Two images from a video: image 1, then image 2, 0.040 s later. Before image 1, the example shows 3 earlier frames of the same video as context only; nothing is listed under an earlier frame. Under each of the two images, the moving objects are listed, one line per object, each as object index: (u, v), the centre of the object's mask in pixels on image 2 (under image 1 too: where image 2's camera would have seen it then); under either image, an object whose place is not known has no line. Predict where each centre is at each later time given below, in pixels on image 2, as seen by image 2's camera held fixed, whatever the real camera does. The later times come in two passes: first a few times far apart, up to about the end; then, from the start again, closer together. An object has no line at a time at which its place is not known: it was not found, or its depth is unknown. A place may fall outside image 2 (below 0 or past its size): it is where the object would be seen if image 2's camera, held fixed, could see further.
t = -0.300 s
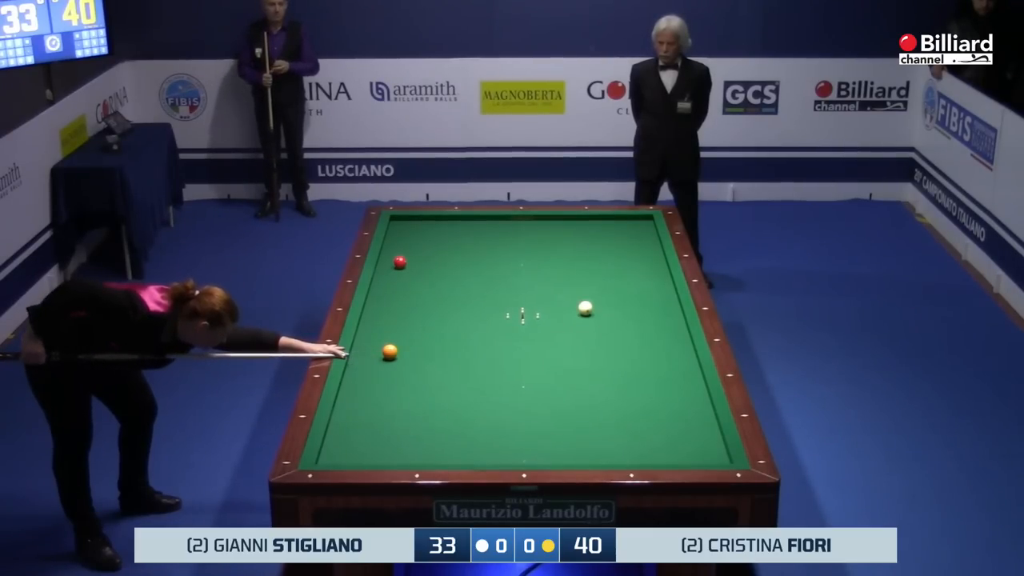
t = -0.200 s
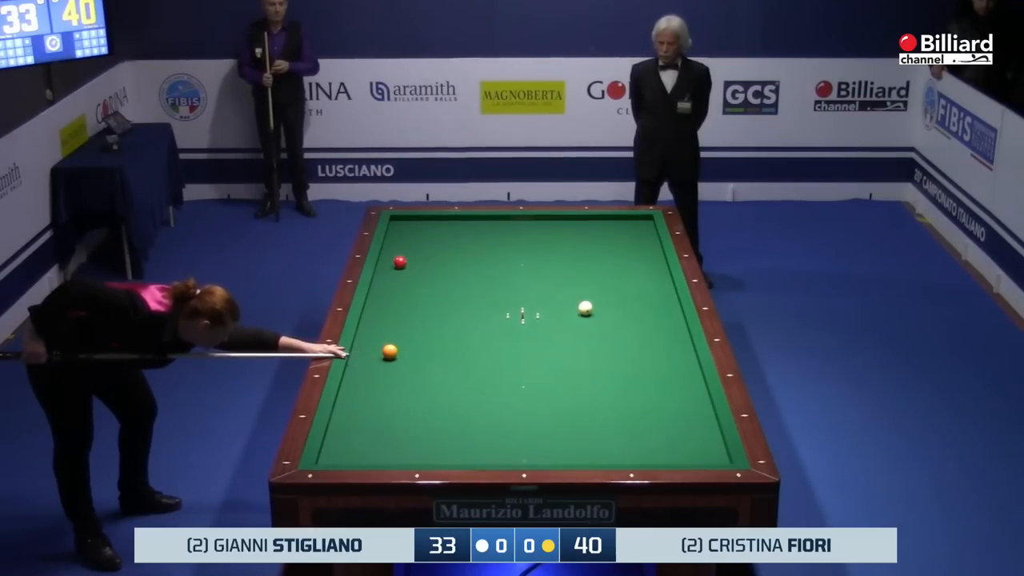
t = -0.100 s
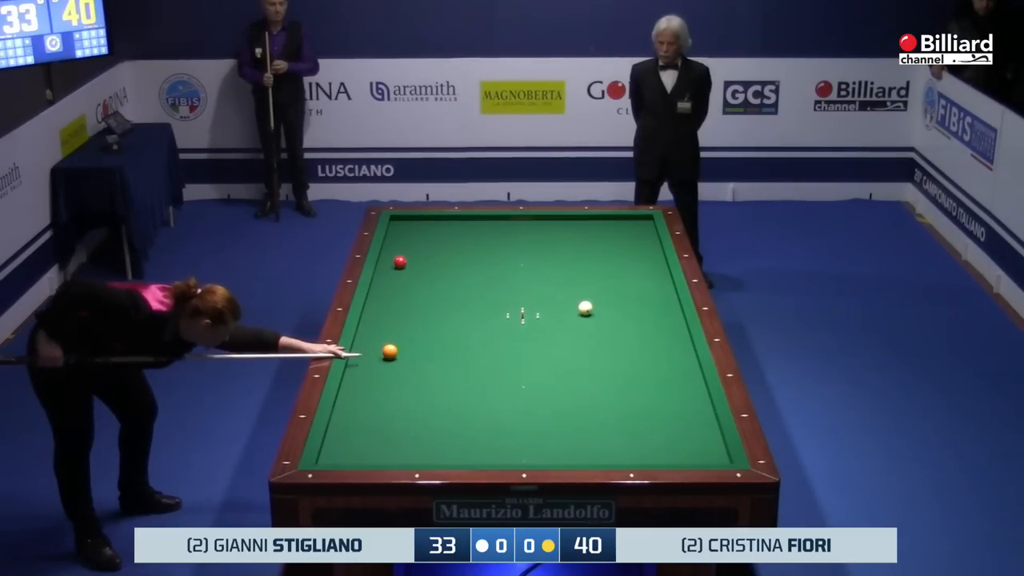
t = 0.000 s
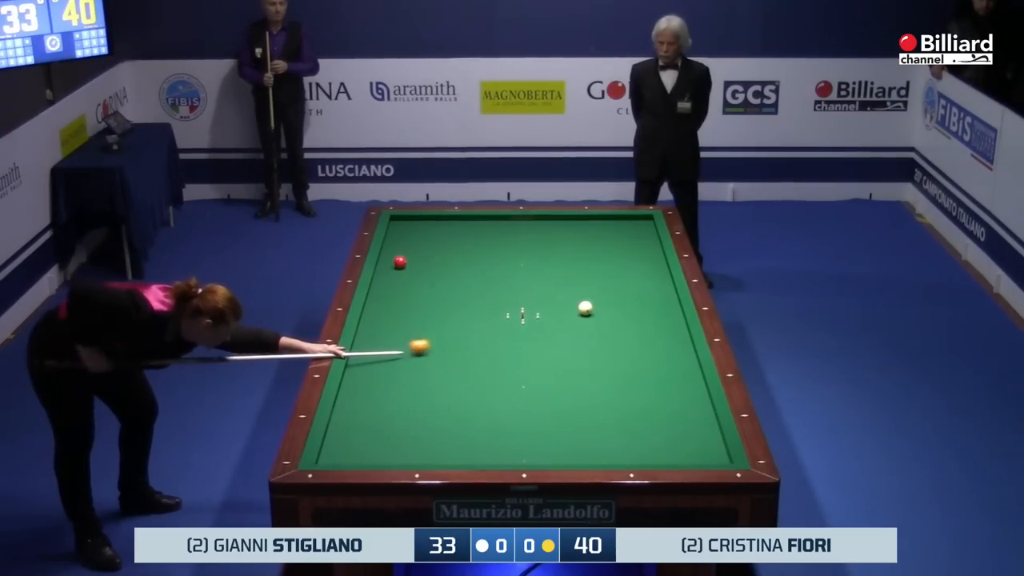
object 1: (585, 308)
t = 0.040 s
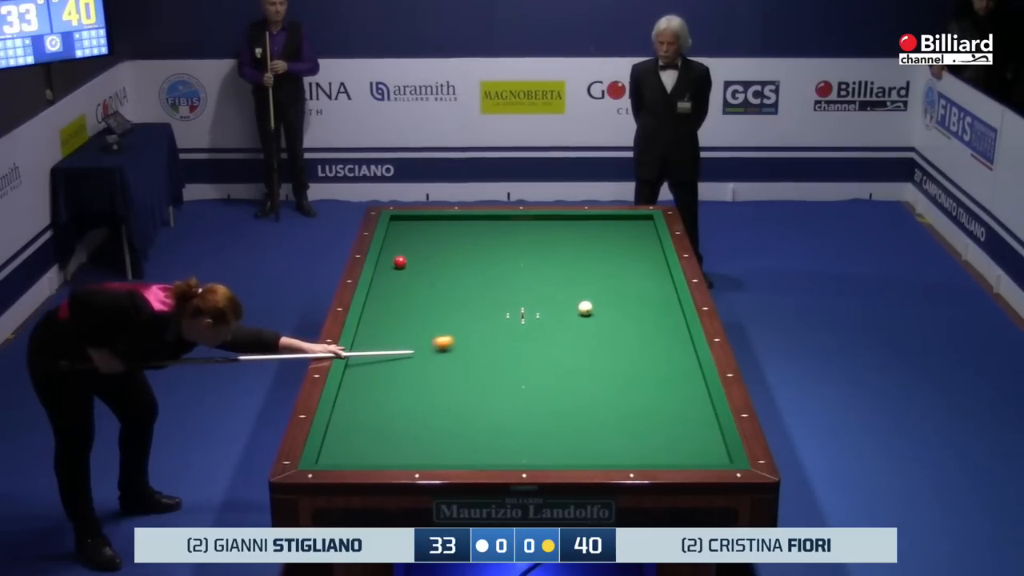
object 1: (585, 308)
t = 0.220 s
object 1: (585, 308)
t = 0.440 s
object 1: (585, 308)
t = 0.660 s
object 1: (585, 308)
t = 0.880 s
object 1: (583, 309)
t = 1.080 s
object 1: (572, 313)
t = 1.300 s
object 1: (561, 316)
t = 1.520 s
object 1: (550, 320)
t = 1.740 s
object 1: (538, 324)
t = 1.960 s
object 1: (528, 327)
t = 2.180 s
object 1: (517, 331)
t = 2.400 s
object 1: (507, 335)
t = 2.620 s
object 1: (497, 338)
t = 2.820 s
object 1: (488, 341)
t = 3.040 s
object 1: (479, 344)
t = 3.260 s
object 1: (469, 347)
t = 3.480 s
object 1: (461, 350)
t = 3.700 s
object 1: (452, 354)
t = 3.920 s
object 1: (444, 356)
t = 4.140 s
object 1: (436, 359)
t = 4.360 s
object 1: (429, 362)
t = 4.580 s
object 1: (421, 364)
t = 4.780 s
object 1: (415, 366)
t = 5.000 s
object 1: (408, 368)
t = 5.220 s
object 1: (402, 370)
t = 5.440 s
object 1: (396, 372)
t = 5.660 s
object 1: (391, 373)
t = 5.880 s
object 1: (386, 374)
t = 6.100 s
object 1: (381, 376)
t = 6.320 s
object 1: (377, 377)
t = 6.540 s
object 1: (374, 378)
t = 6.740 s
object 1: (371, 379)
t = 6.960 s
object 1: (368, 380)
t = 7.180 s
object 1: (365, 380)
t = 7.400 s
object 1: (363, 381)
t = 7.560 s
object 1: (366, 379)
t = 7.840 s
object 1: (361, 382)
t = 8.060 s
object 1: (360, 381)
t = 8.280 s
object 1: (360, 381)
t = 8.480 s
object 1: (360, 381)
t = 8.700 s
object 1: (360, 381)
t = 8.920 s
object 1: (360, 381)
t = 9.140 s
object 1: (360, 381)
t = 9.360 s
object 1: (360, 381)
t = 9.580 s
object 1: (360, 381)
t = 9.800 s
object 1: (360, 381)
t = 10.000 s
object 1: (360, 381)
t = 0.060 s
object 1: (585, 308)
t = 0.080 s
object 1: (585, 308)
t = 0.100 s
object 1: (585, 308)
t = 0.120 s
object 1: (585, 308)
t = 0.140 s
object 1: (585, 308)
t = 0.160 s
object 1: (585, 308)
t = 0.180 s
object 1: (585, 308)
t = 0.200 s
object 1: (585, 308)
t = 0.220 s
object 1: (585, 308)
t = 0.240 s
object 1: (585, 308)
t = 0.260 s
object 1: (585, 308)
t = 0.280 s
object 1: (585, 308)
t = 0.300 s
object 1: (586, 307)
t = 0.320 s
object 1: (585, 307)
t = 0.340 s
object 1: (585, 308)
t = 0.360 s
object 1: (585, 308)
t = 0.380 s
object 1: (585, 308)
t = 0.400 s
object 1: (585, 308)
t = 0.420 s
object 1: (585, 308)
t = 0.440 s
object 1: (585, 308)
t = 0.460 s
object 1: (585, 308)
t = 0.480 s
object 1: (585, 308)
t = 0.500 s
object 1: (585, 308)
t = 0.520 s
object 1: (585, 308)
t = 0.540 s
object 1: (585, 308)
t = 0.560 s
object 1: (585, 308)
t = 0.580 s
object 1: (585, 308)
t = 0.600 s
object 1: (585, 308)
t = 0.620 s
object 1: (585, 308)
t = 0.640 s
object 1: (585, 308)
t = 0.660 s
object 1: (585, 308)
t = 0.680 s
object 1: (585, 308)
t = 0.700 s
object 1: (585, 308)
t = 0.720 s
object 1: (585, 308)
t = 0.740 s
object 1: (585, 308)
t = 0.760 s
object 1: (585, 308)
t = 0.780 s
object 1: (585, 308)
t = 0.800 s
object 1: (585, 308)
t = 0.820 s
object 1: (585, 308)
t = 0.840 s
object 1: (585, 308)
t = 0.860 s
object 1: (584, 308)
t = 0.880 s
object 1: (583, 309)
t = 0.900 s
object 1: (582, 309)
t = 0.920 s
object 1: (580, 310)
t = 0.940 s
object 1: (579, 310)
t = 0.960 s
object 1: (578, 311)
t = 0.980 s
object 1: (577, 311)
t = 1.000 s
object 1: (576, 311)
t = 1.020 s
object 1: (575, 312)
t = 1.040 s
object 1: (574, 312)
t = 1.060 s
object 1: (573, 312)
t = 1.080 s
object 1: (572, 313)
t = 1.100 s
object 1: (571, 313)
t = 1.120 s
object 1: (570, 313)
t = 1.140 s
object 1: (569, 314)
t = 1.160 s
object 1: (568, 314)
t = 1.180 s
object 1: (567, 314)
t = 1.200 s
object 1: (566, 315)
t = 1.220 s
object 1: (565, 315)
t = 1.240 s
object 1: (564, 315)
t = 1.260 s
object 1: (563, 316)
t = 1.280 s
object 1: (562, 316)
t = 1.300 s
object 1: (561, 316)
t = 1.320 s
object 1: (560, 317)
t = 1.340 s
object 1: (559, 317)
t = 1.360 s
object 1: (558, 318)
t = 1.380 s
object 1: (557, 318)
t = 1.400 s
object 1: (556, 318)
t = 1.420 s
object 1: (555, 319)
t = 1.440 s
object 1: (553, 319)
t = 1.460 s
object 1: (553, 319)
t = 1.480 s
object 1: (551, 320)
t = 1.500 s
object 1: (551, 320)
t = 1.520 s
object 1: (550, 320)
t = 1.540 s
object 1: (548, 320)
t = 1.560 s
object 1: (548, 321)
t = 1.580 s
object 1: (546, 321)
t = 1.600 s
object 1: (545, 322)
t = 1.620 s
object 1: (545, 322)
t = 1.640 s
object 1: (543, 322)
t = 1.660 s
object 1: (542, 323)
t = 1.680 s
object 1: (542, 323)
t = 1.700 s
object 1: (541, 323)
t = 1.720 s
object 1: (539, 324)
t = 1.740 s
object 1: (538, 324)
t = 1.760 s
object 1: (538, 324)
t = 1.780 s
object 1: (537, 324)
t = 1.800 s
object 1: (536, 325)
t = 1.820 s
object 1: (535, 325)
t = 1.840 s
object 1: (534, 326)
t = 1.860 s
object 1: (533, 326)
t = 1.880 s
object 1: (532, 326)
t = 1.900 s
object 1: (531, 327)
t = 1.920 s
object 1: (530, 327)
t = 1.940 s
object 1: (529, 327)
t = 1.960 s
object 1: (528, 327)
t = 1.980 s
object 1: (527, 328)
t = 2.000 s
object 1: (526, 328)
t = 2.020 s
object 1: (525, 328)
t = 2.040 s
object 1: (524, 329)
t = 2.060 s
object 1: (523, 329)
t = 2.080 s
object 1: (522, 329)
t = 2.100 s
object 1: (521, 330)
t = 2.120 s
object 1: (520, 330)
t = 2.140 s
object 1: (519, 330)
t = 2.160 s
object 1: (518, 331)
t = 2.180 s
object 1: (517, 331)
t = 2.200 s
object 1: (516, 331)
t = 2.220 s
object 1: (515, 332)
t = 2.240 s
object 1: (514, 332)
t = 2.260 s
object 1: (514, 332)
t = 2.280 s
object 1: (513, 333)
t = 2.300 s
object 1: (512, 333)
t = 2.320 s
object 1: (511, 333)
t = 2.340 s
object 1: (510, 334)
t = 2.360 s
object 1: (509, 334)
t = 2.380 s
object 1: (508, 334)
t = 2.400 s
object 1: (507, 335)
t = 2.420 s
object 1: (506, 335)
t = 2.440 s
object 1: (505, 335)
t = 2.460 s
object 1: (504, 335)
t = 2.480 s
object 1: (503, 336)
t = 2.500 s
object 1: (502, 336)
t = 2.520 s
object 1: (502, 336)
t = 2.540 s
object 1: (500, 337)
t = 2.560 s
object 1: (500, 337)
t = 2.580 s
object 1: (499, 337)
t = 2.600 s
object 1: (498, 338)
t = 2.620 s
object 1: (497, 338)
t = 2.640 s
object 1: (496, 338)
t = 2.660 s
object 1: (495, 338)
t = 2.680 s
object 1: (494, 339)
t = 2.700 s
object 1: (493, 339)
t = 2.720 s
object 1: (492, 339)
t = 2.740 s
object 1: (492, 340)
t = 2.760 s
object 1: (491, 340)
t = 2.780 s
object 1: (490, 340)
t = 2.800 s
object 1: (489, 341)
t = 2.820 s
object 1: (488, 341)
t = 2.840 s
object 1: (487, 341)
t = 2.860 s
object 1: (486, 342)
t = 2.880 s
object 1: (485, 342)
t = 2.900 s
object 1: (484, 342)
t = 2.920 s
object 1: (484, 342)
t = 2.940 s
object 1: (483, 343)
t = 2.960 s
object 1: (482, 343)
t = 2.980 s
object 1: (481, 343)
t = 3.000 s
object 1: (480, 343)
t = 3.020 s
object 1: (479, 344)
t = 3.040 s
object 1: (479, 344)
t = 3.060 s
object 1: (478, 344)
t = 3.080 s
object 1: (477, 345)
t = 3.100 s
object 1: (476, 345)
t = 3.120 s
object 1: (475, 345)
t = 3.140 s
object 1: (475, 346)
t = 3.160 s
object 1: (474, 346)
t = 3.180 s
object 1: (473, 346)
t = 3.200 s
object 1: (472, 346)
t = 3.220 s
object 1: (471, 347)
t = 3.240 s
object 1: (470, 347)
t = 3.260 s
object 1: (469, 347)
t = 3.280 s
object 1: (469, 347)
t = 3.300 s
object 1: (468, 348)
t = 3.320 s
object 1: (467, 348)
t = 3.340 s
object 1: (466, 348)
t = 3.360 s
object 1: (465, 349)
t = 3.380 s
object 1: (465, 349)
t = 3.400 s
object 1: (464, 349)
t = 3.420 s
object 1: (463, 350)
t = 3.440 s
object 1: (462, 350)
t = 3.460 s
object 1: (462, 350)
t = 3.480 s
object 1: (461, 350)
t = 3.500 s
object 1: (460, 351)
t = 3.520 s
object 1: (459, 351)
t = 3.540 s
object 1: (458, 351)
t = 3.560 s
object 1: (457, 351)
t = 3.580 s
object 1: (457, 352)
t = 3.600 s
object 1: (456, 352)
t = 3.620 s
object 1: (455, 352)
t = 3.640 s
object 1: (455, 353)
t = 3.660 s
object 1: (454, 353)
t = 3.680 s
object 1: (453, 353)
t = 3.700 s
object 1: (452, 354)
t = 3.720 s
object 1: (452, 354)
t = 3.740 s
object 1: (451, 354)
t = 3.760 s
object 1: (450, 354)
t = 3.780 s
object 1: (449, 355)
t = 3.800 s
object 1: (448, 355)
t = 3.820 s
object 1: (448, 355)
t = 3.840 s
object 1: (447, 355)
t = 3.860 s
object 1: (446, 355)
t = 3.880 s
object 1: (446, 356)
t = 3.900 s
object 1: (445, 356)
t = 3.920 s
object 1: (444, 356)
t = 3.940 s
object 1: (443, 357)
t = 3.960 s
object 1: (443, 357)
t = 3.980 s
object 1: (442, 357)
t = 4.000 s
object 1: (441, 357)
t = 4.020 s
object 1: (440, 358)
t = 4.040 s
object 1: (440, 358)
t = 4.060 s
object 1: (439, 358)
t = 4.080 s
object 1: (438, 358)
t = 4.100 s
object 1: (438, 359)
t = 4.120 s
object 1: (437, 359)
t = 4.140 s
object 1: (436, 359)
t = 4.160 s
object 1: (436, 359)
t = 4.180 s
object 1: (435, 359)
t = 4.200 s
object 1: (434, 360)
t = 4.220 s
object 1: (433, 360)
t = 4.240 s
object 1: (433, 360)
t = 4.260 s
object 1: (432, 360)
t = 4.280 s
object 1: (431, 361)
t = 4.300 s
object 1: (430, 361)
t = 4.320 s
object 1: (430, 361)
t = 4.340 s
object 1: (429, 361)
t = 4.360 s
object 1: (429, 362)
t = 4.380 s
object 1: (428, 362)
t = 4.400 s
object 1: (427, 362)
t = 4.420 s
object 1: (426, 362)
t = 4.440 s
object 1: (426, 362)
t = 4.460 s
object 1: (425, 363)
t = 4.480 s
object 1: (425, 363)
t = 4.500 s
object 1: (424, 363)
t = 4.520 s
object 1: (423, 363)
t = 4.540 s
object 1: (422, 363)
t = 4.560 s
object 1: (422, 364)
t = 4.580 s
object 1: (421, 364)
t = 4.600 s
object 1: (421, 364)
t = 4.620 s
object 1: (420, 364)
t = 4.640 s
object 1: (419, 365)
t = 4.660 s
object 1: (419, 365)
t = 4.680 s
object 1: (418, 365)
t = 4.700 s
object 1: (417, 365)
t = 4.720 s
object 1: (417, 366)
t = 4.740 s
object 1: (416, 366)
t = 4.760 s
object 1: (416, 366)
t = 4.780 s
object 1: (415, 366)
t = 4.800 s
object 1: (414, 366)
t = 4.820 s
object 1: (414, 367)
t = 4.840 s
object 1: (413, 367)
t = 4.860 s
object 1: (413, 367)
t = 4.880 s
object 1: (412, 367)
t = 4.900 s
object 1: (411, 367)
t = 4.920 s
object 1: (411, 367)
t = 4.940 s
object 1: (410, 368)
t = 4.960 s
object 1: (409, 368)
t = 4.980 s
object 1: (409, 368)
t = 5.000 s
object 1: (408, 368)
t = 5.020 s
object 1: (408, 368)
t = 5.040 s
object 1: (407, 368)
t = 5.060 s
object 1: (407, 368)
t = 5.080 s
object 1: (406, 369)
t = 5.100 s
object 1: (406, 369)
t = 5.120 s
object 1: (405, 369)
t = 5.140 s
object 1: (404, 369)
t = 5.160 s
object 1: (404, 370)
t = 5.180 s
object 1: (403, 370)
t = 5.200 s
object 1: (403, 370)
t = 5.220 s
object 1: (402, 370)
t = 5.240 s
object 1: (402, 370)
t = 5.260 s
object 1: (401, 370)
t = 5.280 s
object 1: (401, 371)
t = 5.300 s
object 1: (400, 371)
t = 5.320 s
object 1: (399, 371)
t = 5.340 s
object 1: (399, 371)
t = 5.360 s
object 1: (399, 371)
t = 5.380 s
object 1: (398, 371)
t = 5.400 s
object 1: (398, 371)
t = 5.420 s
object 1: (397, 372)
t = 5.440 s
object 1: (396, 372)
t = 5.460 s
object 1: (396, 372)
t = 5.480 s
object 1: (395, 372)
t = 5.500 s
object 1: (395, 372)
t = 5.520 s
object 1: (395, 372)
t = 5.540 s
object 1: (394, 373)
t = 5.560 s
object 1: (394, 372)
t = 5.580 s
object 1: (393, 373)
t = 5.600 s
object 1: (392, 373)
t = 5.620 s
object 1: (392, 373)
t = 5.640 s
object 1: (391, 373)
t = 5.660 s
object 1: (391, 373)
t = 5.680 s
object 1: (391, 373)
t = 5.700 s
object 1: (390, 374)
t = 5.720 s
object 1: (390, 374)
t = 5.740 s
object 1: (389, 374)
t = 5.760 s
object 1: (389, 374)
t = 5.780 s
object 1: (388, 374)
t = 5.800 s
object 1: (388, 374)
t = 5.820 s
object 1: (387, 374)
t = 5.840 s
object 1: (387, 374)
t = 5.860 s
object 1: (386, 375)
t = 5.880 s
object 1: (386, 374)
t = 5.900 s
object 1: (386, 375)
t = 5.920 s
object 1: (385, 375)
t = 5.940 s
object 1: (385, 375)
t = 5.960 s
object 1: (384, 375)
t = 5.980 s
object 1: (384, 375)
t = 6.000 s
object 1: (384, 375)
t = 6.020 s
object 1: (383, 376)
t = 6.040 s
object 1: (383, 375)
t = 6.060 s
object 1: (382, 376)
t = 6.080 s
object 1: (382, 376)
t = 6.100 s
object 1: (381, 376)
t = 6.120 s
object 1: (381, 376)
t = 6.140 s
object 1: (381, 376)
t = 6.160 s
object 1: (380, 376)
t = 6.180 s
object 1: (380, 376)
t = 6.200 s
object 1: (380, 376)
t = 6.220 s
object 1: (379, 376)
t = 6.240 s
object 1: (379, 376)
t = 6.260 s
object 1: (378, 377)
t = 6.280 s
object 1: (378, 377)
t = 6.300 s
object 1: (378, 377)
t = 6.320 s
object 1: (377, 377)
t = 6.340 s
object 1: (377, 377)
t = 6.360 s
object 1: (377, 377)
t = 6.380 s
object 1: (376, 377)
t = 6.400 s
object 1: (376, 378)
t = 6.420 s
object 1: (376, 377)
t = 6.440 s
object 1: (375, 378)
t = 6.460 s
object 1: (375, 378)
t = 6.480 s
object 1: (375, 378)
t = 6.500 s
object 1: (374, 378)
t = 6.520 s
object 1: (374, 378)
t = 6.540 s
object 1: (374, 378)
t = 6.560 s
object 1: (373, 378)
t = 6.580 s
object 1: (373, 378)
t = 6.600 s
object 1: (373, 379)
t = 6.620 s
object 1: (372, 379)
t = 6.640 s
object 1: (372, 379)
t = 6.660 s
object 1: (372, 379)
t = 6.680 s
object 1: (372, 379)
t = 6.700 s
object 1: (371, 379)
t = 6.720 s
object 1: (371, 379)
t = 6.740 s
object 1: (371, 379)
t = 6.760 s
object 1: (371, 379)
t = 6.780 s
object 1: (370, 379)
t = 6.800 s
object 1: (370, 379)
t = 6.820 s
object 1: (370, 379)
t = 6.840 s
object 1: (369, 379)
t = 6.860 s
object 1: (369, 380)
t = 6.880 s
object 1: (369, 380)
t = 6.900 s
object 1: (368, 380)
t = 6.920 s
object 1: (368, 380)
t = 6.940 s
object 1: (368, 380)
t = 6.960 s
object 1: (368, 380)
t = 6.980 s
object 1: (367, 380)
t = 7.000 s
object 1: (367, 380)
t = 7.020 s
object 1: (367, 380)
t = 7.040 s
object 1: (367, 380)
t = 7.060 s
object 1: (366, 380)
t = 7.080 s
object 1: (366, 380)
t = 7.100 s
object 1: (366, 380)
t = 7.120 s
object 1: (366, 381)
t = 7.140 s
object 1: (366, 380)
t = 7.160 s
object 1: (366, 381)
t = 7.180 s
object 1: (365, 380)
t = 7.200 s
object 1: (365, 380)
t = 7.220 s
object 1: (365, 381)
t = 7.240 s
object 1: (365, 381)
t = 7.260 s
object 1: (364, 381)
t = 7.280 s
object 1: (364, 381)
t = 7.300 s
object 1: (364, 381)
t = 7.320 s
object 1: (364, 381)
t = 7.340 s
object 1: (364, 381)
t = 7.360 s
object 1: (364, 381)
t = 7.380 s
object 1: (364, 381)
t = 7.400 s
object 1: (363, 381)
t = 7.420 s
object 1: (363, 381)
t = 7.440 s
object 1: (363, 381)
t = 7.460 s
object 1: (363, 381)
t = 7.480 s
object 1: (363, 381)
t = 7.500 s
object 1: (362, 381)
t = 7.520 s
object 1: (362, 382)
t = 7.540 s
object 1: (363, 381)
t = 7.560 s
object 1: (366, 379)
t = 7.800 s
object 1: (359, 381)
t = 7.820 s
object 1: (360, 382)
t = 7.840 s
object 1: (361, 382)
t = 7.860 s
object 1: (361, 382)
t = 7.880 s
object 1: (361, 382)
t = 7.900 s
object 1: (361, 381)
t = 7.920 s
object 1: (361, 382)
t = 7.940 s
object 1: (361, 381)
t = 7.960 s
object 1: (361, 381)
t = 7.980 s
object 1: (360, 381)
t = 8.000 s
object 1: (360, 381)
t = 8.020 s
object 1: (360, 382)
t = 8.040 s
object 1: (360, 381)
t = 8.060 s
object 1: (360, 381)
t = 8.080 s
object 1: (360, 381)
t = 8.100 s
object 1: (360, 381)
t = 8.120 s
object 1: (360, 381)
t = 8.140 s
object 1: (360, 381)
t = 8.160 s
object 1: (360, 382)
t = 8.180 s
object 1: (360, 381)
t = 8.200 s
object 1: (360, 382)
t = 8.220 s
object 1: (360, 381)
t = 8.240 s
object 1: (360, 381)
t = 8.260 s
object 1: (360, 381)
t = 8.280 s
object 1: (360, 381)
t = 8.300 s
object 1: (360, 381)
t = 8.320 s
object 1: (360, 381)
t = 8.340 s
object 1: (360, 381)
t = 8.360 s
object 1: (360, 381)
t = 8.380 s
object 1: (360, 381)
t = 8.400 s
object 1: (360, 381)
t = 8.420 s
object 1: (360, 381)
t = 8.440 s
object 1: (360, 381)
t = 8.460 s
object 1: (360, 381)
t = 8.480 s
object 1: (360, 381)
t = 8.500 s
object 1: (360, 381)
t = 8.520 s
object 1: (360, 381)
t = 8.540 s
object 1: (360, 381)
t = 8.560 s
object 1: (360, 381)
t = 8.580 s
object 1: (360, 381)
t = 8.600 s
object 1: (360, 381)
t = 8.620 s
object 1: (360, 381)
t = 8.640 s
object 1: (360, 381)
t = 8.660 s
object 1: (360, 381)
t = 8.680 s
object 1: (360, 381)
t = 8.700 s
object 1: (360, 381)
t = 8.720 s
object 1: (360, 381)
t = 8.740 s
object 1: (360, 381)
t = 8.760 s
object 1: (360, 381)
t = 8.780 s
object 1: (360, 381)
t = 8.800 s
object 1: (360, 381)
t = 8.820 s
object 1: (360, 381)
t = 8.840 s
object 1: (360, 381)
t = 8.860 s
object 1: (360, 381)
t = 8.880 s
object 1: (360, 381)
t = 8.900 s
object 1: (360, 381)
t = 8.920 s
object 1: (360, 381)
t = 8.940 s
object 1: (360, 381)
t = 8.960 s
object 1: (360, 381)
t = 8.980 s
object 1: (360, 381)
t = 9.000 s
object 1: (360, 381)
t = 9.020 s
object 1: (360, 381)
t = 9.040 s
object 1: (360, 381)
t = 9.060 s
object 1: (360, 381)
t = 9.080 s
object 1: (360, 381)
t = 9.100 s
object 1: (360, 381)
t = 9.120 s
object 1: (360, 381)
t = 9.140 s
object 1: (360, 381)
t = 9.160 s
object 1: (360, 381)
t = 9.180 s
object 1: (360, 381)
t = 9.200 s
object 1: (360, 381)
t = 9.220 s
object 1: (360, 381)
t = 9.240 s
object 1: (360, 381)
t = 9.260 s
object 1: (360, 381)
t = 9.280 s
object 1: (360, 381)
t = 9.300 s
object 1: (360, 381)
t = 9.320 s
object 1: (360, 381)
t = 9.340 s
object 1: (360, 381)
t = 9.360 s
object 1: (360, 381)
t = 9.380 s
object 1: (360, 381)
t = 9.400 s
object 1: (360, 381)
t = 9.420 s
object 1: (360, 381)
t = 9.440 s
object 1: (360, 381)
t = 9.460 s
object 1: (360, 381)
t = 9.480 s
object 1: (360, 381)
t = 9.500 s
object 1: (360, 381)
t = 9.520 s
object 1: (360, 381)
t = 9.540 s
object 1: (360, 381)
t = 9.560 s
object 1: (360, 381)
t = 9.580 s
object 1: (360, 381)
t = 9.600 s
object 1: (360, 381)
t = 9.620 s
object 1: (360, 381)
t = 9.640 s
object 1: (360, 381)
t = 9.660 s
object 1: (360, 381)
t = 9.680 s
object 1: (360, 381)
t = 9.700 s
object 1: (360, 381)
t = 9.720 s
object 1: (360, 381)
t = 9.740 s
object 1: (360, 381)
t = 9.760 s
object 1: (360, 381)
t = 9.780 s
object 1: (360, 381)
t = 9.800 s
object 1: (360, 381)
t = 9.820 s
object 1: (360, 381)
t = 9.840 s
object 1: (360, 381)
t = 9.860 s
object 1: (360, 381)
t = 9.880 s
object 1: (360, 381)
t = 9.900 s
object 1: (360, 381)
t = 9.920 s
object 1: (360, 381)
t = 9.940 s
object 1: (360, 381)
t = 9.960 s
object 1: (360, 381)
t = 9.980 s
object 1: (360, 381)
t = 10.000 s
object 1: (360, 381)
